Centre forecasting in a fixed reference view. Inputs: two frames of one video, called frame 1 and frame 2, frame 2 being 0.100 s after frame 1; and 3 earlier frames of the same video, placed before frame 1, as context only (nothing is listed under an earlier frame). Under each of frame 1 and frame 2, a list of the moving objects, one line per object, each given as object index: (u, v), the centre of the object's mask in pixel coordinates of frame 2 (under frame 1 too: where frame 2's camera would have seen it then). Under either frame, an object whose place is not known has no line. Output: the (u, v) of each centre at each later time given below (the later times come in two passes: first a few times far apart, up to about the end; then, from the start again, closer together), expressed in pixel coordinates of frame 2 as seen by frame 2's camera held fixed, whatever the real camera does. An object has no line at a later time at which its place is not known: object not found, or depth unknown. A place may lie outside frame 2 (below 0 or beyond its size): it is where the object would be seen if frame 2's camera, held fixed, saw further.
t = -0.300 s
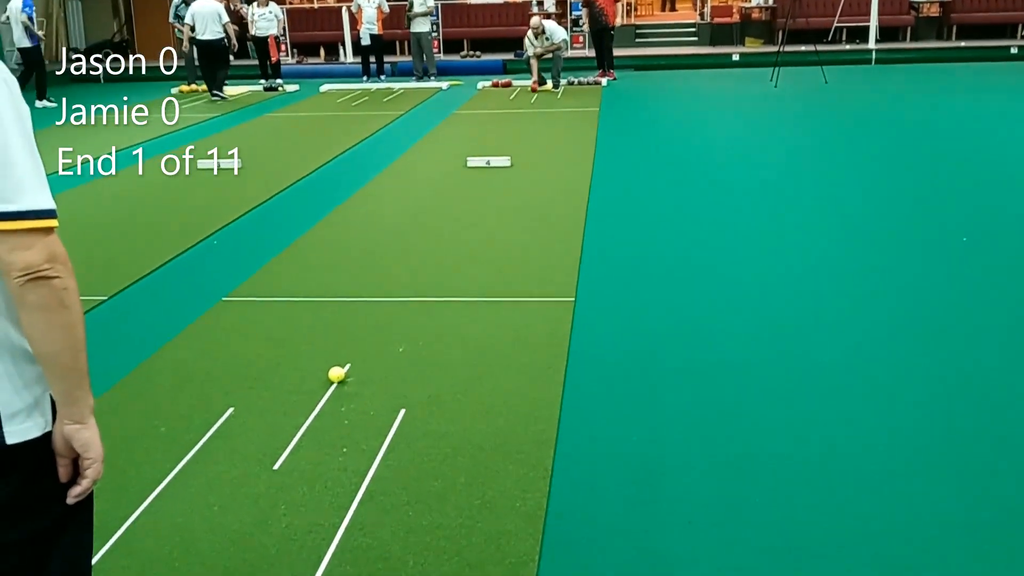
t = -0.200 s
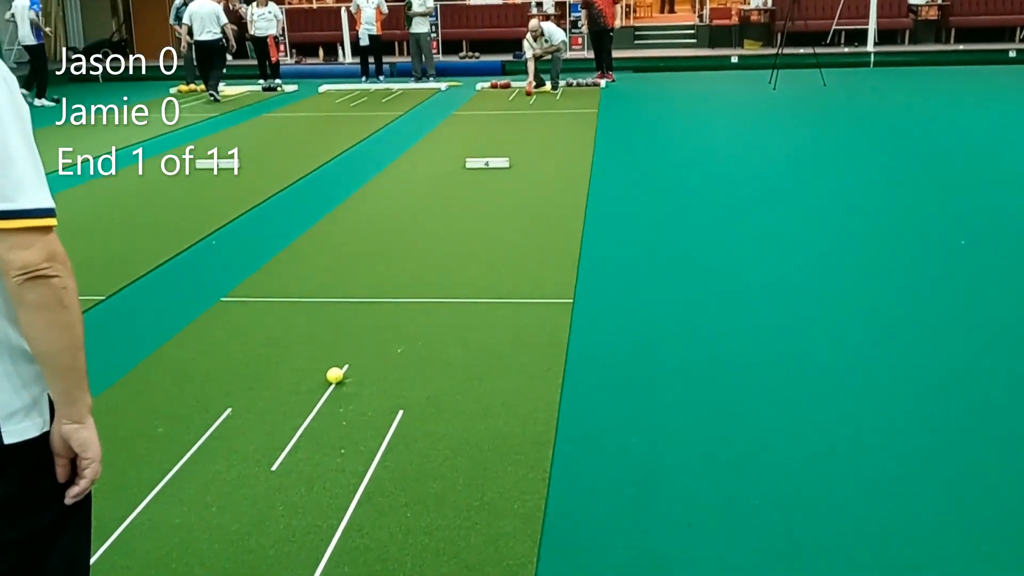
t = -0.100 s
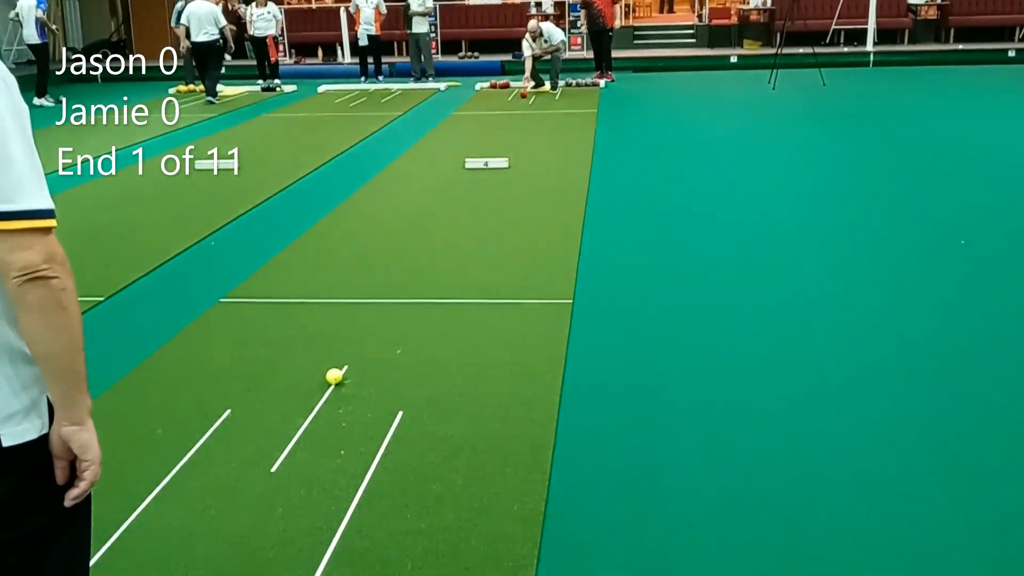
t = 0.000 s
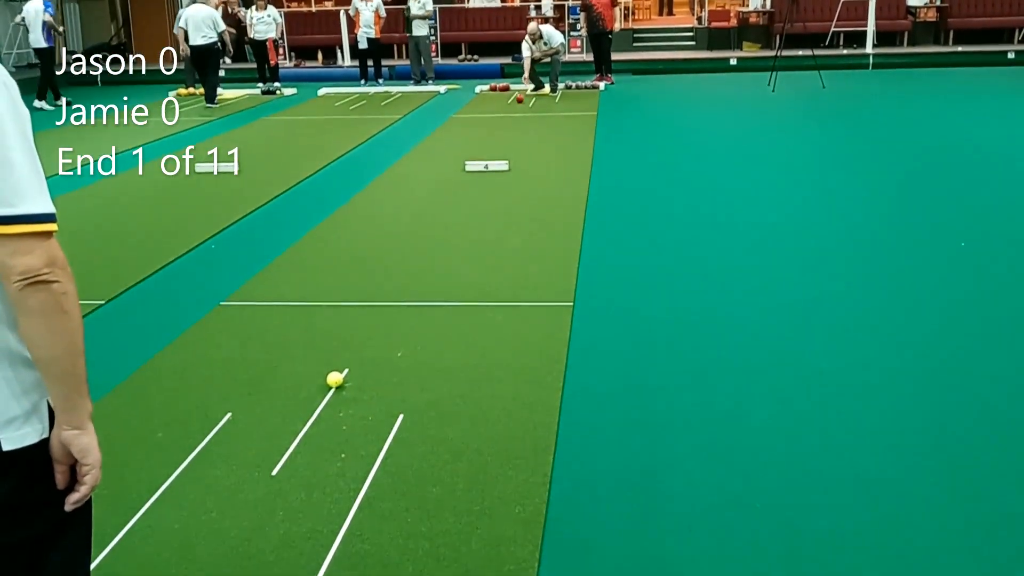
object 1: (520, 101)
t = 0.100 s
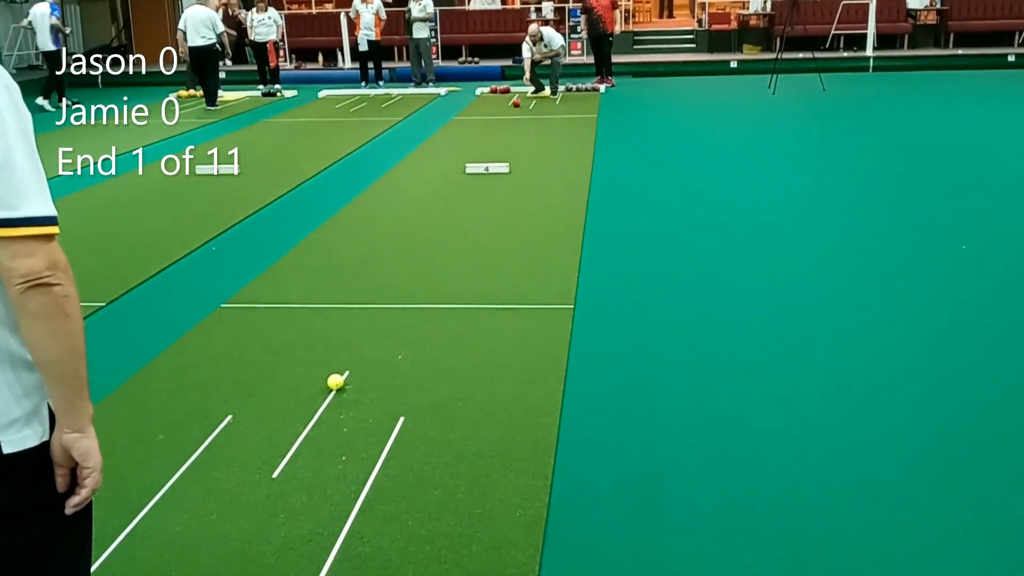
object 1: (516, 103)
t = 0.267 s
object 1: (510, 106)
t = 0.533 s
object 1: (501, 111)
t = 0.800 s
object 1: (491, 118)
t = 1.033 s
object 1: (483, 123)
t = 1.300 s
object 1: (475, 128)
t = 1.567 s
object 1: (465, 136)
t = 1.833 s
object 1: (456, 142)
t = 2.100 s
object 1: (447, 150)
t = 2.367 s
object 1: (438, 158)
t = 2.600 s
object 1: (430, 165)
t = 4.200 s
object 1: (390, 218)
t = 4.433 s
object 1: (386, 227)
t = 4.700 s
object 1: (383, 237)
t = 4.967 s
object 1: (380, 248)
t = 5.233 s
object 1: (379, 258)
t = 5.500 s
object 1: (379, 267)
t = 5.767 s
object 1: (379, 277)
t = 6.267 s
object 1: (382, 294)
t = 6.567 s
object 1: (385, 302)
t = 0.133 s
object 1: (515, 104)
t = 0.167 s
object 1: (514, 104)
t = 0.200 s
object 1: (513, 105)
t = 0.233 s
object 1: (511, 106)
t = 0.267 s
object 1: (510, 106)
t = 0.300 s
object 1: (509, 107)
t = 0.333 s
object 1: (508, 108)
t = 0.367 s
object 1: (507, 108)
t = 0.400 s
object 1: (505, 109)
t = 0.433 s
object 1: (504, 110)
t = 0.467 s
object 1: (503, 110)
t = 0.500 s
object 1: (502, 111)
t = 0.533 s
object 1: (501, 111)
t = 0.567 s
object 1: (499, 112)
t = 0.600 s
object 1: (498, 113)
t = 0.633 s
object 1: (497, 114)
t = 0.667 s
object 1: (496, 115)
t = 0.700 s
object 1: (495, 115)
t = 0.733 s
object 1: (493, 116)
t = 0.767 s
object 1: (492, 117)
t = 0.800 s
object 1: (491, 118)
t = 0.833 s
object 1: (490, 118)
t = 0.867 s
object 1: (489, 119)
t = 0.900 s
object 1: (488, 120)
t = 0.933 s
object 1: (486, 121)
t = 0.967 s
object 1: (485, 121)
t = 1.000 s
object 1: (484, 122)
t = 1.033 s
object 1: (483, 123)
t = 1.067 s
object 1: (482, 124)
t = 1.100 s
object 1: (480, 125)
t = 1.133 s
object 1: (479, 125)
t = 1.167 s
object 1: (478, 126)
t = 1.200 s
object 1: (477, 127)
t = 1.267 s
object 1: (476, 128)
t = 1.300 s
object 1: (475, 128)
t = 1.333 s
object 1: (473, 130)
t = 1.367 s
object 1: (472, 130)
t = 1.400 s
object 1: (471, 131)
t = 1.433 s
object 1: (470, 132)
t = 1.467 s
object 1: (469, 133)
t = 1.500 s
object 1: (468, 133)
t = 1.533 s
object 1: (466, 134)
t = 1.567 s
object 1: (465, 136)
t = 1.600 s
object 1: (464, 136)
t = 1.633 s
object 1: (463, 137)
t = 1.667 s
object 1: (462, 138)
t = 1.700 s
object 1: (461, 139)
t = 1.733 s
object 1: (459, 140)
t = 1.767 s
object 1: (458, 140)
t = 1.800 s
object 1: (457, 142)
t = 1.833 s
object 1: (456, 142)
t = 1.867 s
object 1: (455, 143)
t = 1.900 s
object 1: (454, 144)
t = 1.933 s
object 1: (453, 145)
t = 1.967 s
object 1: (451, 146)
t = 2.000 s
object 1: (450, 147)
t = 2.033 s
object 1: (449, 148)
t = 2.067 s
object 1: (447, 149)
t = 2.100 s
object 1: (447, 150)
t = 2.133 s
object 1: (445, 151)
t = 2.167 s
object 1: (444, 152)
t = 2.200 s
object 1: (443, 153)
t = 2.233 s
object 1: (442, 154)
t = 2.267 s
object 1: (441, 155)
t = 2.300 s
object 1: (440, 156)
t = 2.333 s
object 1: (439, 157)
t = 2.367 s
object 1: (438, 158)
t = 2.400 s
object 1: (437, 159)
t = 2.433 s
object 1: (436, 160)
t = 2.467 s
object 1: (435, 161)
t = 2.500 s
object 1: (434, 162)
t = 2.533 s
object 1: (433, 163)
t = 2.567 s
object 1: (431, 164)
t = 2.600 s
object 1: (430, 165)
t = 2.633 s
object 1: (429, 166)
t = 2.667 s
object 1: (429, 167)
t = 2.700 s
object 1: (427, 168)
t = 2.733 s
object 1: (426, 169)
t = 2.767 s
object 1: (426, 170)
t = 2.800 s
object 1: (424, 171)
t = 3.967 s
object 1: (395, 210)
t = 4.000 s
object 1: (394, 211)
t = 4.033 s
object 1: (394, 212)
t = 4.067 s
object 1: (393, 214)
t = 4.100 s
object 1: (392, 214)
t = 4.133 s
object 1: (391, 216)
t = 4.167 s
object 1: (391, 217)
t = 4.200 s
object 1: (390, 218)
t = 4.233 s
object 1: (389, 220)
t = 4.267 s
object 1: (389, 221)
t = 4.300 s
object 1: (388, 222)
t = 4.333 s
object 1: (388, 223)
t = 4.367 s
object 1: (387, 224)
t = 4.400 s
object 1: (387, 226)
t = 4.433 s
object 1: (386, 227)
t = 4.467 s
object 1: (385, 228)
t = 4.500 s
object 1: (385, 229)
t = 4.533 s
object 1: (384, 231)
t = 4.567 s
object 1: (384, 232)
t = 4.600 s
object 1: (384, 233)
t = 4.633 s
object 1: (383, 235)
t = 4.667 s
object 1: (383, 236)
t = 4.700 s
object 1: (383, 237)
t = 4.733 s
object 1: (382, 238)
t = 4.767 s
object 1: (382, 240)
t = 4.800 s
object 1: (381, 241)
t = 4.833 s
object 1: (381, 242)
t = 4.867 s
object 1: (381, 243)
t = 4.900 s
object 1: (381, 245)
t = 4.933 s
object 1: (381, 246)
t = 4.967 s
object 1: (380, 248)
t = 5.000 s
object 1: (380, 249)
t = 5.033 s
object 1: (380, 250)
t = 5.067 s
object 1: (379, 251)
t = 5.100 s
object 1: (379, 252)
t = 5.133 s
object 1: (379, 254)
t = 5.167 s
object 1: (379, 255)
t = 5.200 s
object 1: (379, 256)
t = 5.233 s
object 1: (379, 258)
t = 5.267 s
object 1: (379, 259)
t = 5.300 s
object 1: (379, 260)
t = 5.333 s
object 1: (379, 261)
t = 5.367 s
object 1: (379, 262)
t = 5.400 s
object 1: (378, 264)
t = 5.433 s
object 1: (378, 265)
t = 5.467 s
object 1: (379, 266)
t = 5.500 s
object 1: (379, 267)
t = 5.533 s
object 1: (379, 269)
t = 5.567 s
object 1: (379, 270)
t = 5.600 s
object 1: (379, 271)
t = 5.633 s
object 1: (378, 272)
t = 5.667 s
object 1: (378, 273)
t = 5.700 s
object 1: (378, 275)
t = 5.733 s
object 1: (378, 276)
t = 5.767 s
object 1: (379, 277)
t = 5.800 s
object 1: (378, 278)
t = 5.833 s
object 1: (379, 279)
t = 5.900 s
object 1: (379, 282)
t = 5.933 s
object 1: (379, 283)
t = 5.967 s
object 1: (379, 284)
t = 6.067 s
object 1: (380, 288)
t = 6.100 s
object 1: (380, 288)
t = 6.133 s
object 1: (381, 290)
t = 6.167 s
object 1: (381, 291)
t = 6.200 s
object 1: (381, 291)
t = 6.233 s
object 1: (382, 293)
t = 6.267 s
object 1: (382, 294)
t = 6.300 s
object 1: (382, 295)
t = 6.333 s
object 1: (382, 296)
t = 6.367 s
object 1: (383, 297)
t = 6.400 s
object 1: (383, 298)
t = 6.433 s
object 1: (383, 299)
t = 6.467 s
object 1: (384, 300)
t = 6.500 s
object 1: (384, 301)
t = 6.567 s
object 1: (385, 302)
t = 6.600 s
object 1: (385, 303)
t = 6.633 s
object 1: (386, 304)
